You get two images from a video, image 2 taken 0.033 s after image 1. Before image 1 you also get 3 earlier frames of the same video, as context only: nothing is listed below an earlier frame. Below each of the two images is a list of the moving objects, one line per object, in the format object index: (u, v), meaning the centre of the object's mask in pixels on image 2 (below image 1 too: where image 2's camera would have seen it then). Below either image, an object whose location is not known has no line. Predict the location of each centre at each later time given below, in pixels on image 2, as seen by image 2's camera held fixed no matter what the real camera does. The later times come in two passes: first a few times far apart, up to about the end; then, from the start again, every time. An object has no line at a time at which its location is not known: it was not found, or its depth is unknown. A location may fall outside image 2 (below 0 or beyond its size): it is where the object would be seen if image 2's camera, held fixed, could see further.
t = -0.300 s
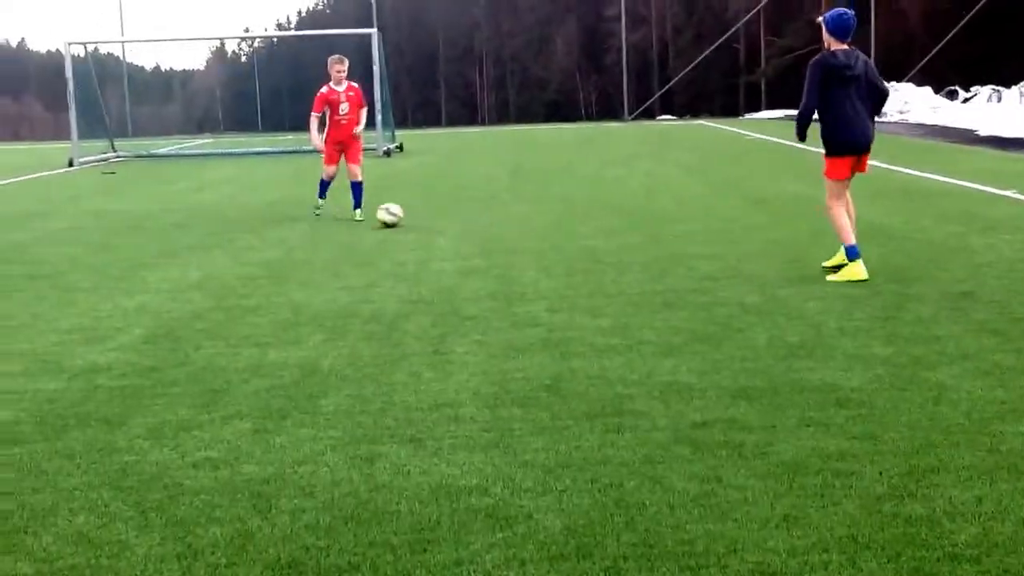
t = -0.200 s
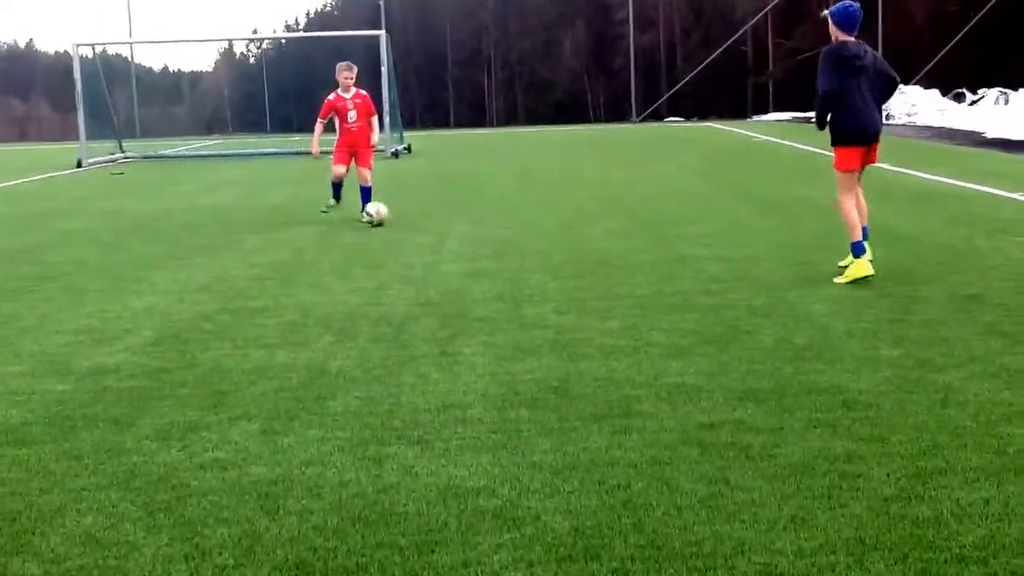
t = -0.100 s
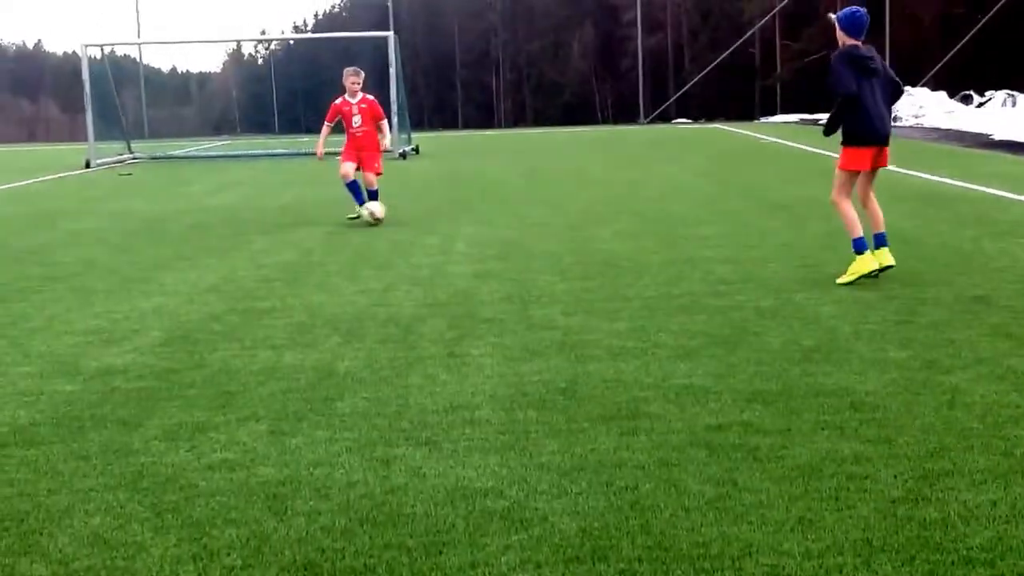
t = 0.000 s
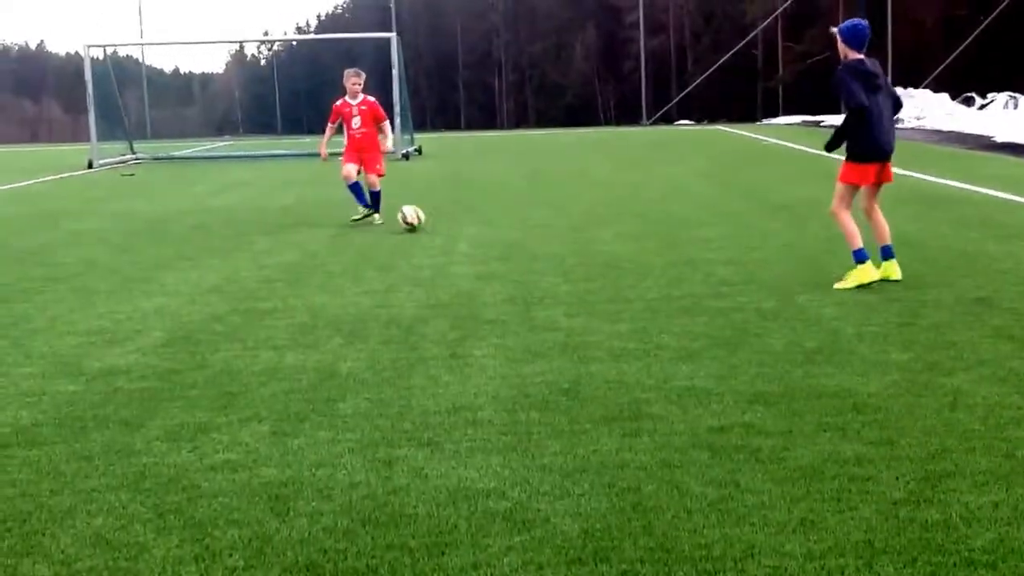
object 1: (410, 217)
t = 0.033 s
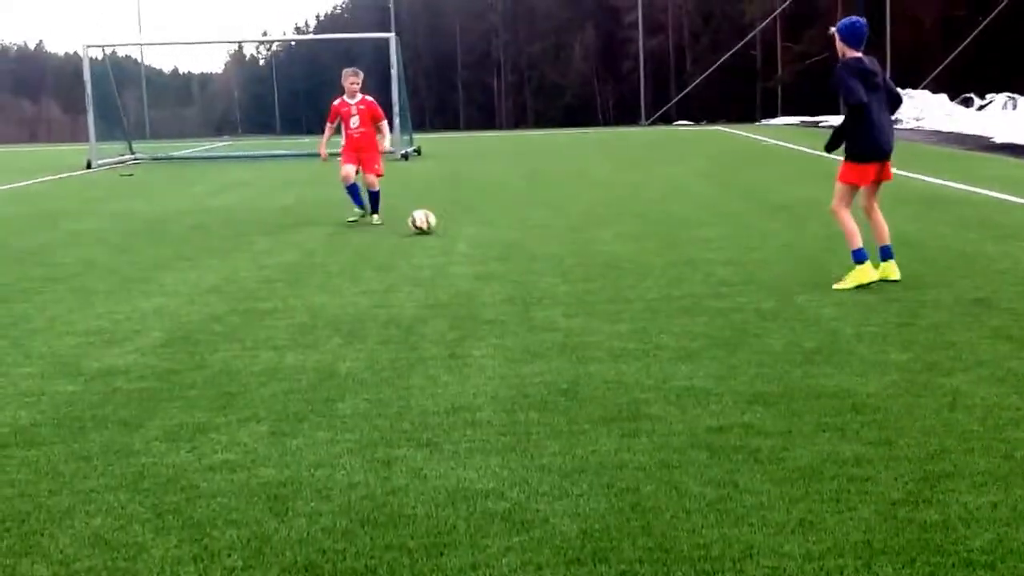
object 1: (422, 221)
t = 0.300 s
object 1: (514, 232)
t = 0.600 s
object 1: (619, 247)
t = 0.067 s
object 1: (433, 222)
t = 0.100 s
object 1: (444, 222)
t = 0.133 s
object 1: (456, 223)
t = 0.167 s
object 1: (468, 226)
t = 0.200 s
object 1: (481, 230)
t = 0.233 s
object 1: (492, 230)
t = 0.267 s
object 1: (503, 230)
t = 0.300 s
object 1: (514, 232)
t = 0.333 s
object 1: (526, 235)
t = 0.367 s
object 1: (538, 238)
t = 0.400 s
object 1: (549, 239)
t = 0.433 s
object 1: (561, 240)
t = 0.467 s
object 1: (573, 242)
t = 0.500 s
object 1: (584, 244)
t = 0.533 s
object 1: (596, 245)
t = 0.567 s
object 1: (607, 245)
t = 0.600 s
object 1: (619, 247)
